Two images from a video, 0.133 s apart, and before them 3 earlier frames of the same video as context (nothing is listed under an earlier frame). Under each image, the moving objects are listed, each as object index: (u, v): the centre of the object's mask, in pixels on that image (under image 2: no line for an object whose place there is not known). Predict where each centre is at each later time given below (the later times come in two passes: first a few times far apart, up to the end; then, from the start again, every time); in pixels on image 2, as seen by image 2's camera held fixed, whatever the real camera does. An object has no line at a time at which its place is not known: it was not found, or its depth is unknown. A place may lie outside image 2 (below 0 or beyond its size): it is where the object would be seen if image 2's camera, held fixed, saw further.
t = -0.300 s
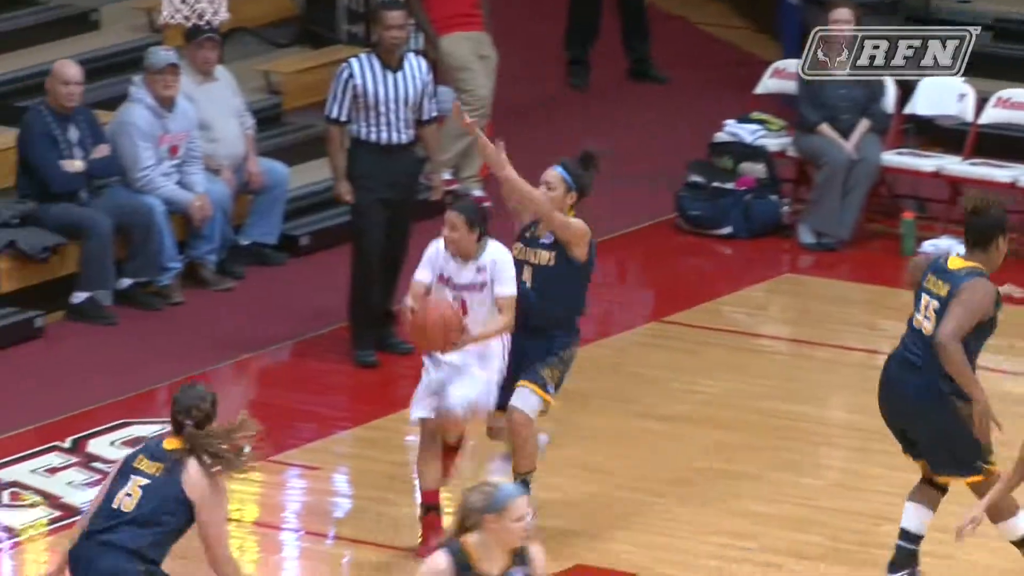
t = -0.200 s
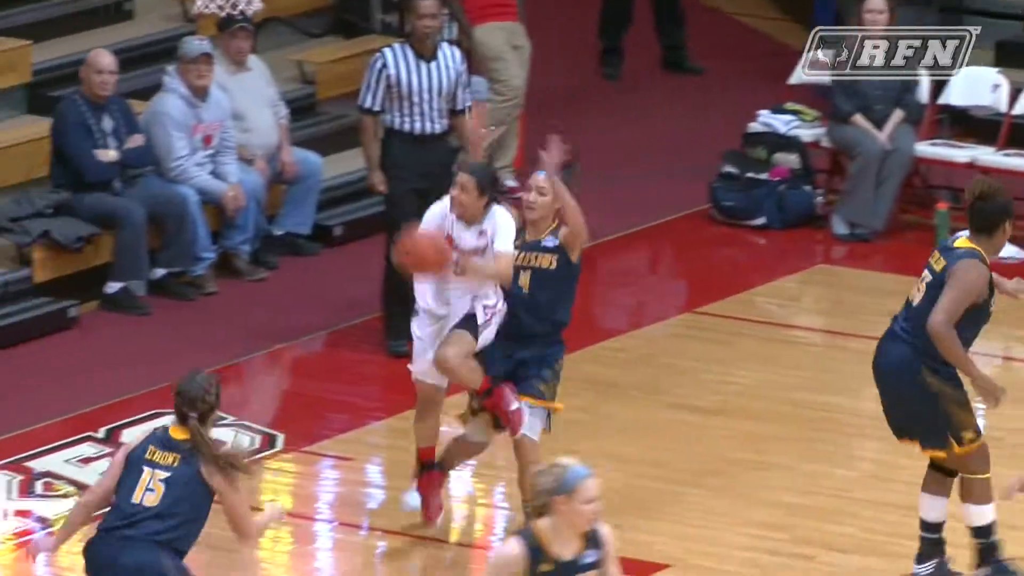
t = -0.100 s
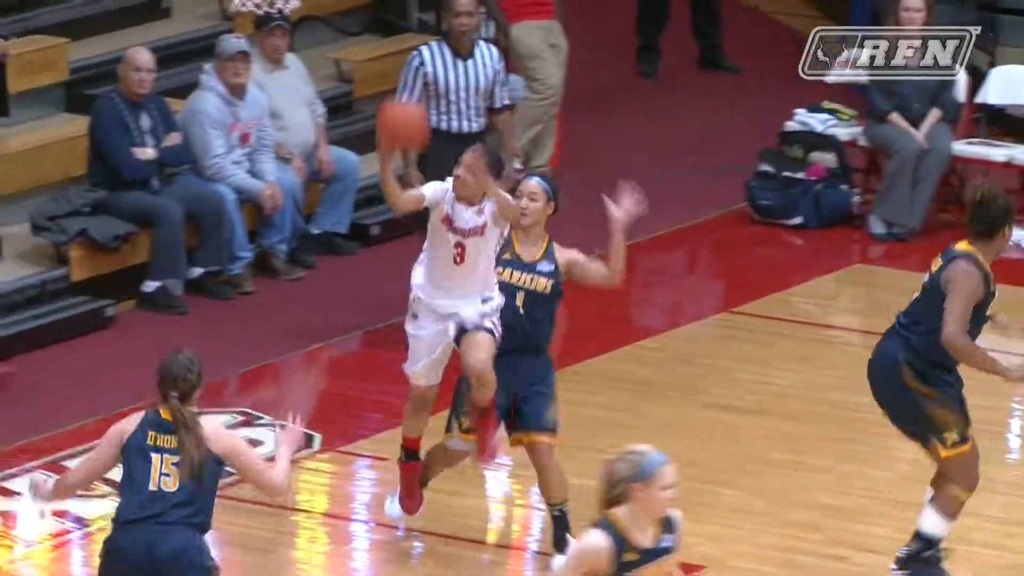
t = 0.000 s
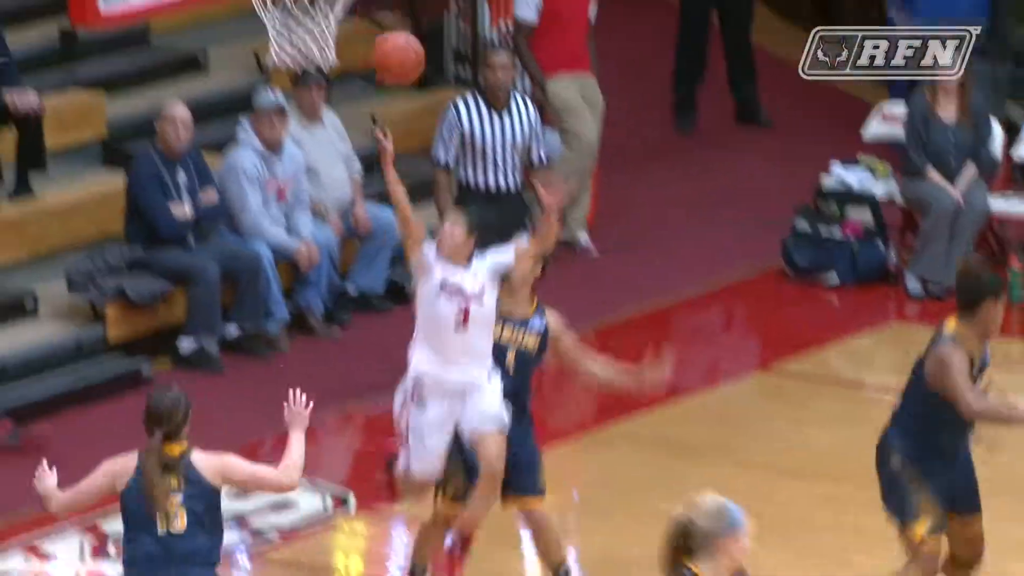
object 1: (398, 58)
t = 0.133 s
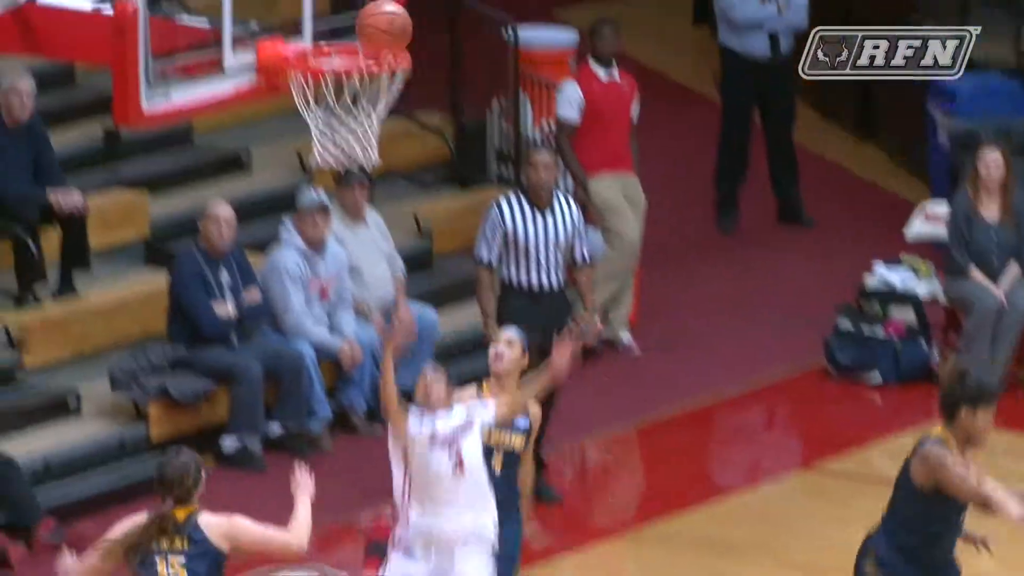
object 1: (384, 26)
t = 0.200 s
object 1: (355, -25)
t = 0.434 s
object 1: (376, -67)
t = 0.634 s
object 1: (398, 11)
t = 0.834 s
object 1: (340, 25)
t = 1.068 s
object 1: (304, 1)
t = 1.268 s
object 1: (297, 32)
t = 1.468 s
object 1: (310, 12)
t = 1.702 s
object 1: (346, 79)
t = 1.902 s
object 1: (380, 194)
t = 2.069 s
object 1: (398, 355)
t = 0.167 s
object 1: (369, 1)
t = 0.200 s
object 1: (355, -25)
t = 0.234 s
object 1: (353, -42)
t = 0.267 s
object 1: (355, -55)
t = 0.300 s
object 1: (357, -65)
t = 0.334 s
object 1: (362, -70)
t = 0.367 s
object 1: (366, -72)
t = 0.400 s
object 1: (371, -71)
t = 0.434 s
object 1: (376, -67)
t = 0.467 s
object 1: (380, -60)
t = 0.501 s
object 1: (384, -49)
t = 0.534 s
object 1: (388, -38)
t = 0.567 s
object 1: (391, -23)
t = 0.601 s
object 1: (394, -7)
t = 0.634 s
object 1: (398, 11)
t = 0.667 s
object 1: (401, 34)
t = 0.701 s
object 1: (391, 34)
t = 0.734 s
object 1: (378, 28)
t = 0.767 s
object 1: (364, 24)
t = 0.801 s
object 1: (352, 23)
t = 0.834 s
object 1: (340, 25)
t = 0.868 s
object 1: (326, 31)
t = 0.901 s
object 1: (314, 37)
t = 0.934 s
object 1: (308, 33)
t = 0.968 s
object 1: (307, 20)
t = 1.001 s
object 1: (306, 11)
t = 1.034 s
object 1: (304, 5)
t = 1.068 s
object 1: (304, 1)
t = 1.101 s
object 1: (303, 0)
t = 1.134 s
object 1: (301, 2)
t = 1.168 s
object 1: (300, 6)
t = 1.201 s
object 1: (299, 13)
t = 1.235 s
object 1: (298, 22)
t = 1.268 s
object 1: (297, 32)
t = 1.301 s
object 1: (299, 21)
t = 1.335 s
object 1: (302, 14)
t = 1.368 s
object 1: (303, 10)
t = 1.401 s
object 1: (305, 8)
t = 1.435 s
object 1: (308, 9)
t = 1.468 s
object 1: (310, 12)
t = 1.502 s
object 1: (312, 18)
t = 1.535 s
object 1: (314, 28)
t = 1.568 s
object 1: (316, 39)
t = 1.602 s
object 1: (321, 46)
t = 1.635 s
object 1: (329, 50)
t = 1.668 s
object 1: (337, 62)
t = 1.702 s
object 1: (346, 79)
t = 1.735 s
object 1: (353, 97)
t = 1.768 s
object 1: (360, 113)
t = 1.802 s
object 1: (367, 134)
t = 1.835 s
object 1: (372, 152)
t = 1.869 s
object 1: (379, 174)
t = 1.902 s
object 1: (380, 194)
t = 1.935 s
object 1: (383, 221)
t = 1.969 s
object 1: (388, 250)
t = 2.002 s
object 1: (392, 284)
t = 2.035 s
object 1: (395, 319)
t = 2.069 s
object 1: (398, 355)
